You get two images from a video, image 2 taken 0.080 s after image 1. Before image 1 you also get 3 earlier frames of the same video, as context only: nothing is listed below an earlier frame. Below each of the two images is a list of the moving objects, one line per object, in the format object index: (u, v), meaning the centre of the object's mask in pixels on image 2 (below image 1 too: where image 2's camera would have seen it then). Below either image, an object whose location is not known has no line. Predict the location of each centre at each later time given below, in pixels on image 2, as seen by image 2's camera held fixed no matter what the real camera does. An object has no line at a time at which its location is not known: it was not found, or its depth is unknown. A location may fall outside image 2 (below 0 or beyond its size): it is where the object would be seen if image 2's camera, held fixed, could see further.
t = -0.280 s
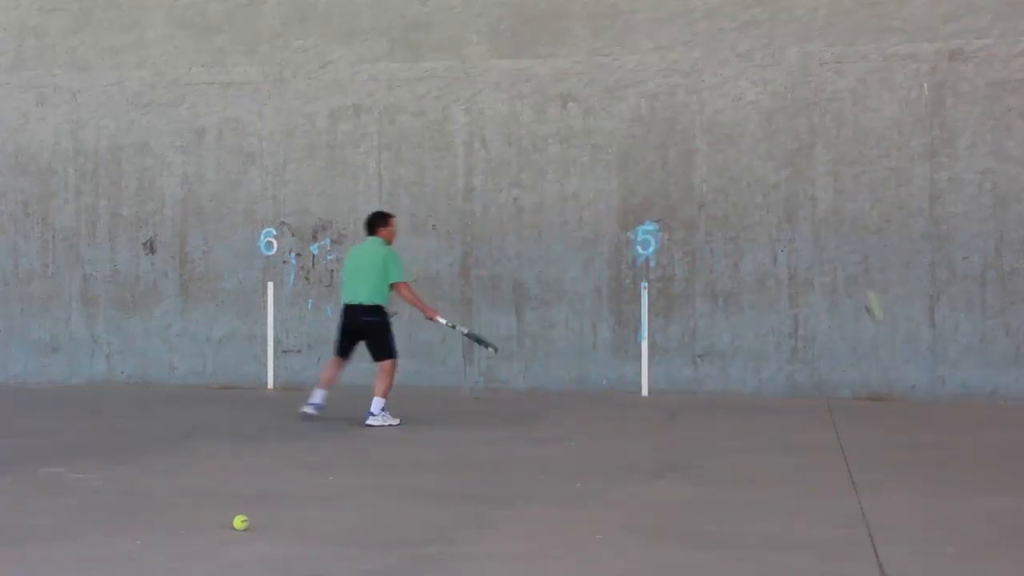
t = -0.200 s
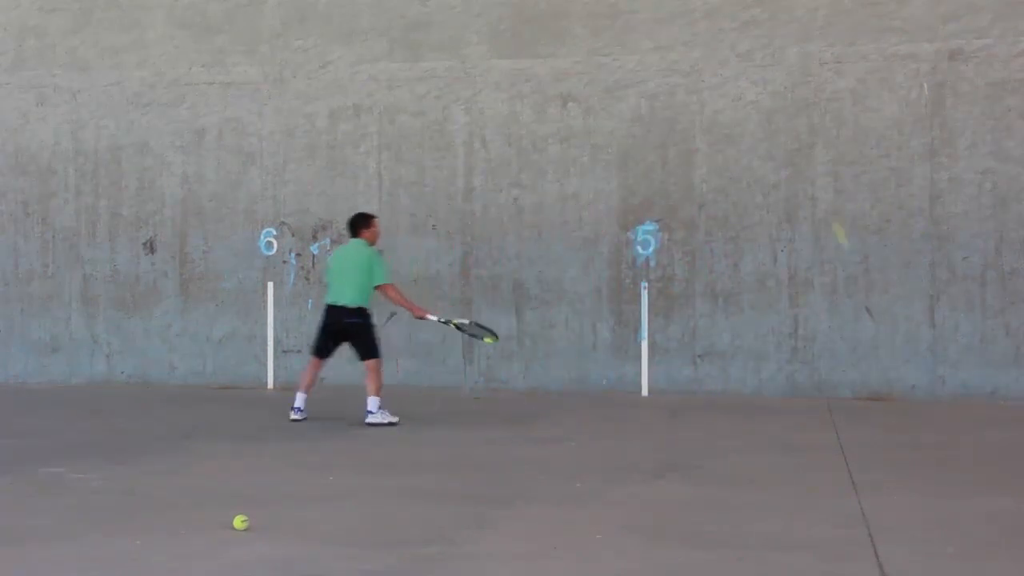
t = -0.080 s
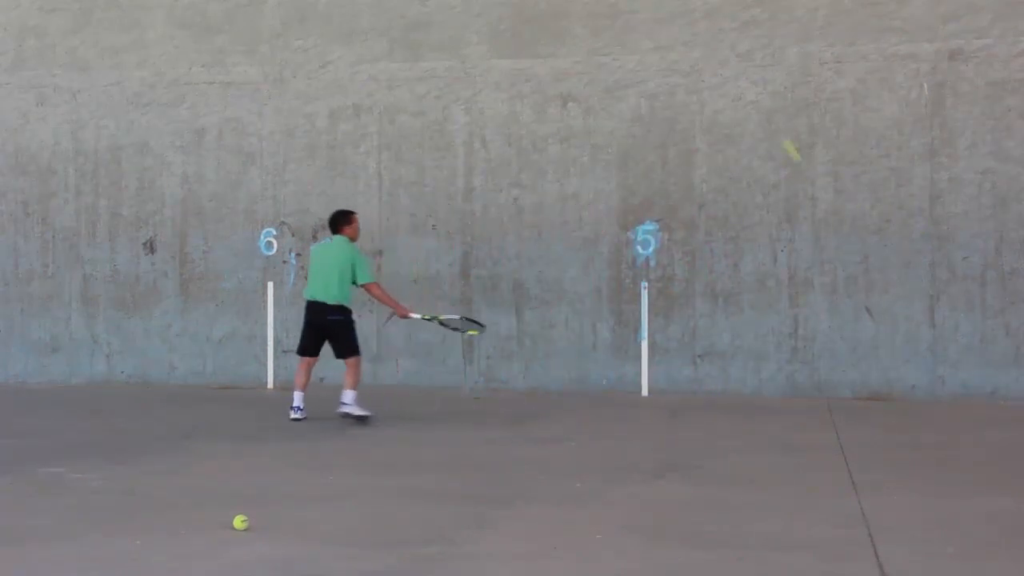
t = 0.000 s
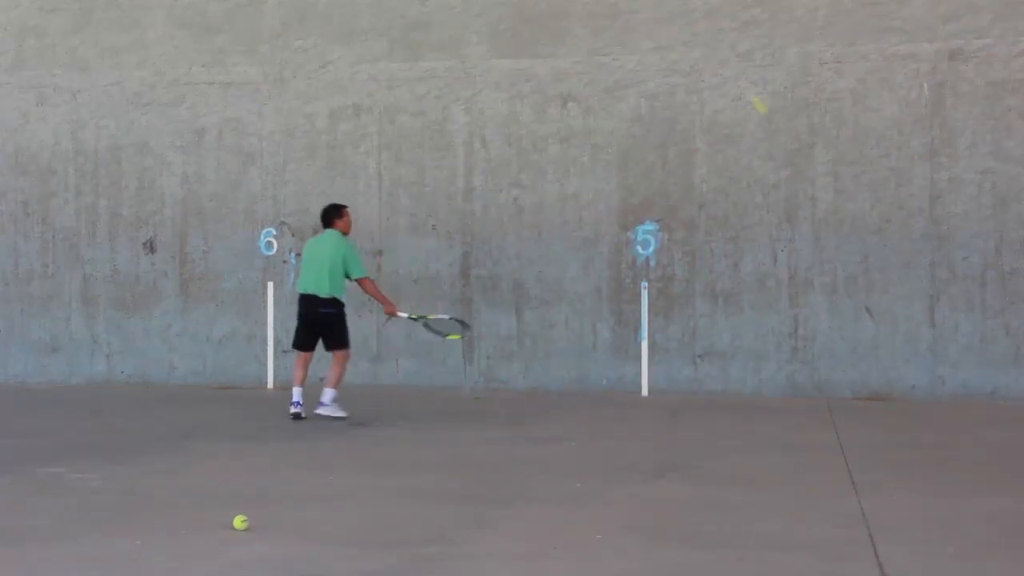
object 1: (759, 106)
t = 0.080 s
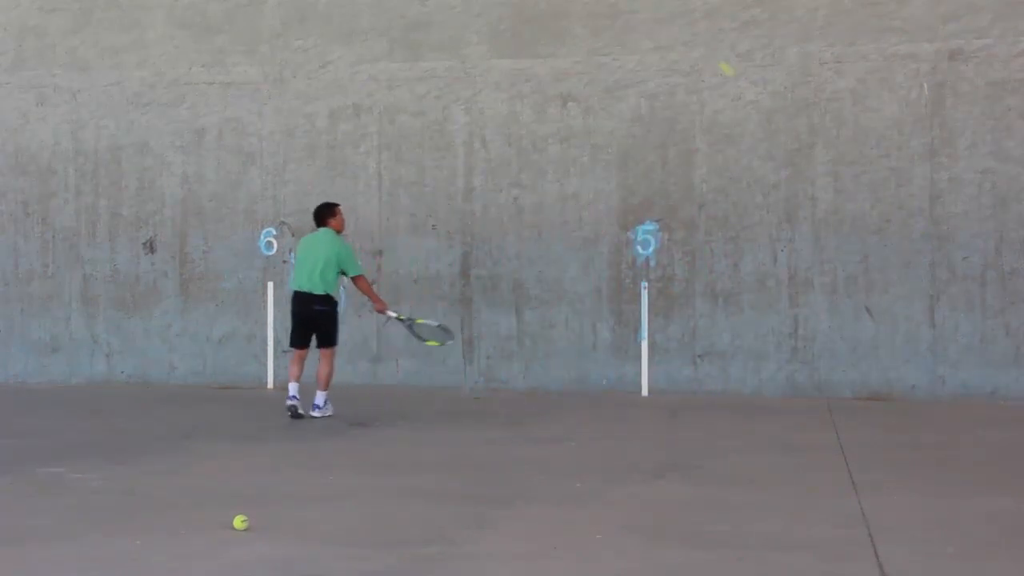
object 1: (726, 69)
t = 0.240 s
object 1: (662, 23)
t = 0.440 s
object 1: (585, 14)
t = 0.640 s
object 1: (511, 55)
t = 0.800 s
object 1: (453, 123)
